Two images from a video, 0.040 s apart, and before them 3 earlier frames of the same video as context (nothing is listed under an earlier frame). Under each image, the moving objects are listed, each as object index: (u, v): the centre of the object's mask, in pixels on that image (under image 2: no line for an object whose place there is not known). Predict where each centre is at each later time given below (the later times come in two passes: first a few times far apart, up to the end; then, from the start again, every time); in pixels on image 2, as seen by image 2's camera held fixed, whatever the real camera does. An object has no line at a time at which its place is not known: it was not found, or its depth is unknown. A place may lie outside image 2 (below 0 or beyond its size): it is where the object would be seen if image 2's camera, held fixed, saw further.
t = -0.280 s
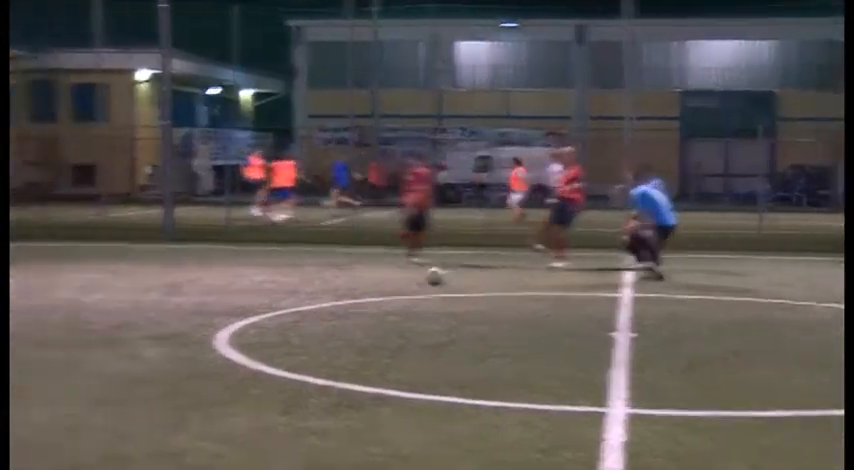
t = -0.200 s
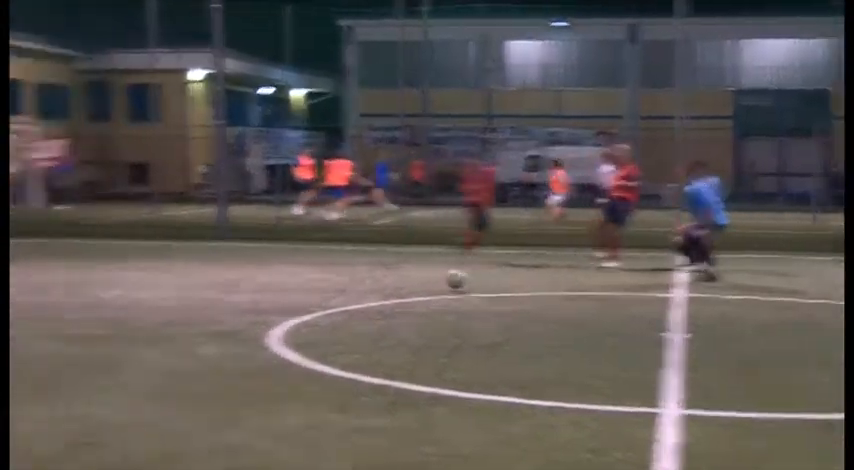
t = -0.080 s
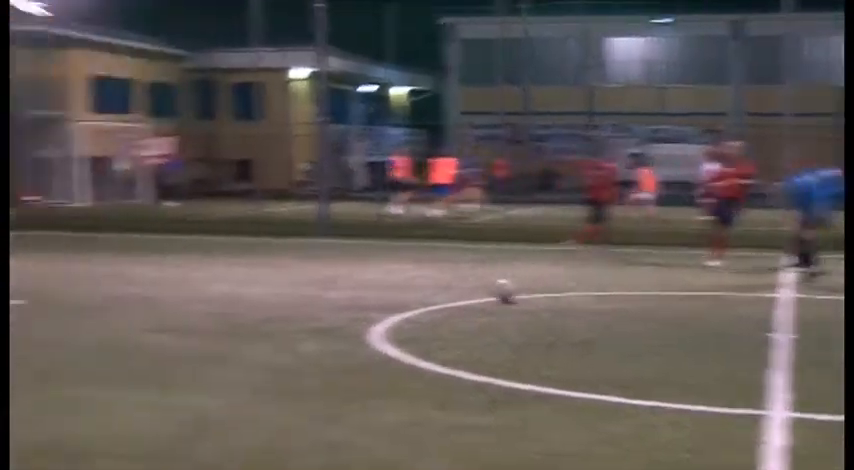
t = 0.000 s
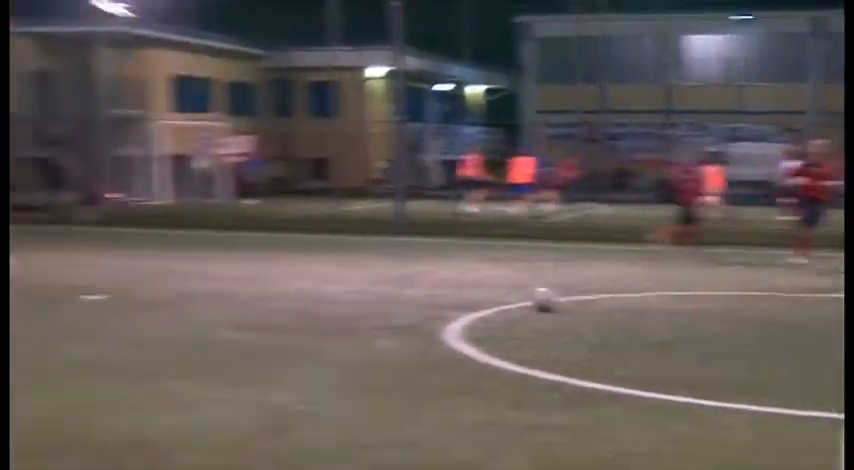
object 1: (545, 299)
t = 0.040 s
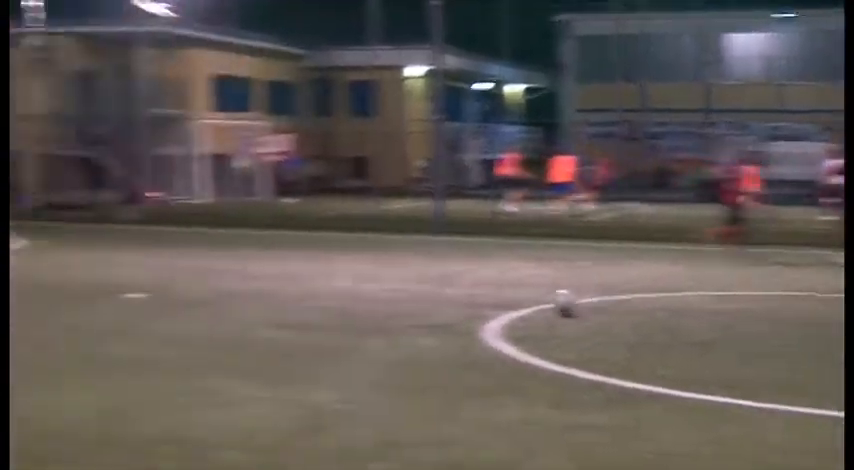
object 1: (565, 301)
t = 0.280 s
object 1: (440, 330)
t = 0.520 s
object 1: (284, 366)
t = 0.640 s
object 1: (185, 388)
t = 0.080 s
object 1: (545, 304)
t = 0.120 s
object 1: (524, 310)
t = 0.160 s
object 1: (505, 315)
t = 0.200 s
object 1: (483, 318)
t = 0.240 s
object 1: (463, 325)
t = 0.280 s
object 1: (440, 330)
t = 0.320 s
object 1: (417, 336)
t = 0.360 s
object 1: (393, 341)
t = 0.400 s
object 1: (368, 347)
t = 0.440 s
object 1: (342, 353)
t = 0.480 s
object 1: (314, 359)
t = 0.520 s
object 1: (284, 366)
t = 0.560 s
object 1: (255, 370)
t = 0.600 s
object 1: (222, 378)
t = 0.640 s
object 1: (185, 388)
